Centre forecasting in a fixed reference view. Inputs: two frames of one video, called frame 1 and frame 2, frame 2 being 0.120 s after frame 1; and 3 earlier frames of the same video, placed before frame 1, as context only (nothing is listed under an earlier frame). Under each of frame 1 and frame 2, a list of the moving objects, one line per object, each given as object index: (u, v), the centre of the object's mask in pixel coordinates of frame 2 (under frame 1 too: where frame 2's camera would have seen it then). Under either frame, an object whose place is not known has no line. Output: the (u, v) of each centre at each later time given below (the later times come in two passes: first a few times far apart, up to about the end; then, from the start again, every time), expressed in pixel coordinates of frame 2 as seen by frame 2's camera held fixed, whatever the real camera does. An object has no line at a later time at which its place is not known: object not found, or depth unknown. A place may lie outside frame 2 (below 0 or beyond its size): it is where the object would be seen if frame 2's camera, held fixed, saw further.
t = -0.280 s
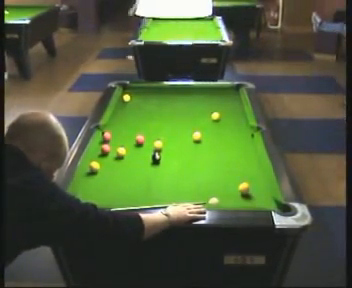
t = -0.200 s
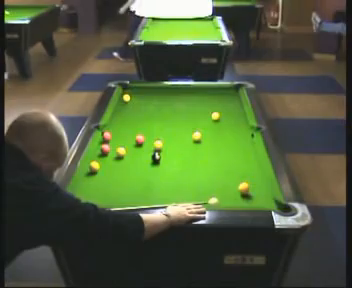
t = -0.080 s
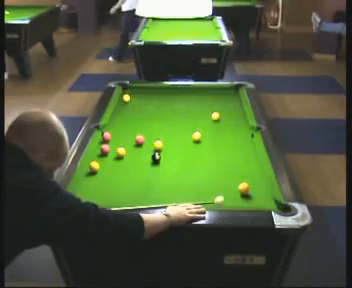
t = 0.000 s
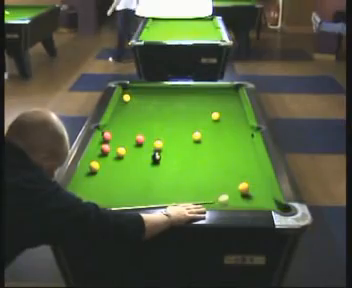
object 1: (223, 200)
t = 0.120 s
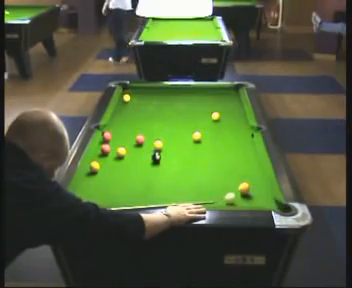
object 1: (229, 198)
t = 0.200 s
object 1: (233, 197)
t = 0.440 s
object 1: (244, 195)
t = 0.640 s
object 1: (251, 194)
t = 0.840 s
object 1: (257, 193)
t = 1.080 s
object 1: (263, 193)
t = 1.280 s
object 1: (265, 193)
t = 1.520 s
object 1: (263, 192)
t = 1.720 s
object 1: (262, 192)
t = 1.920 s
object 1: (262, 192)
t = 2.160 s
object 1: (262, 193)
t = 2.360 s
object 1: (262, 192)
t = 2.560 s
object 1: (262, 192)
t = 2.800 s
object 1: (262, 192)
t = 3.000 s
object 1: (262, 192)
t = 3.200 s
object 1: (262, 192)
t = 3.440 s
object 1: (261, 192)
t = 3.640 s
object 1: (261, 192)
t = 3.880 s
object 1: (262, 192)
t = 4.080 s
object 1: (262, 192)
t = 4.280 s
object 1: (261, 192)
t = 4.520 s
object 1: (262, 192)
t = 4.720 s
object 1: (262, 192)
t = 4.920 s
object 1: (262, 192)
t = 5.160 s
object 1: (262, 192)
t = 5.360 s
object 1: (262, 192)
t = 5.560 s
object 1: (262, 192)
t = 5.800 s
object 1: (262, 192)
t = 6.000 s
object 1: (262, 192)
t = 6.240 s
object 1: (262, 191)
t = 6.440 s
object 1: (262, 191)
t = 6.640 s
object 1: (262, 191)
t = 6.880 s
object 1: (262, 191)
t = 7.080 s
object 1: (262, 191)
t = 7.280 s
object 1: (262, 191)
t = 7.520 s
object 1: (262, 191)
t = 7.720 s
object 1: (262, 191)
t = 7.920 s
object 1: (262, 191)
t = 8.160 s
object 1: (262, 191)
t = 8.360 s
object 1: (261, 192)
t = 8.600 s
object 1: (262, 192)
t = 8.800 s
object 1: (262, 192)
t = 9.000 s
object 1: (262, 192)
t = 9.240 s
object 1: (262, 192)
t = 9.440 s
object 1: (262, 192)
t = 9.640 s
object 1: (262, 192)
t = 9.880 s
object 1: (262, 191)
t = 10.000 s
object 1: (262, 191)
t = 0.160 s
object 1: (231, 198)
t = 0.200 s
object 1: (233, 197)
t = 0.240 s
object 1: (235, 197)
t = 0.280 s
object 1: (237, 196)
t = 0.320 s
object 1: (239, 196)
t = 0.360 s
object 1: (240, 196)
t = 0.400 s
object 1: (242, 195)
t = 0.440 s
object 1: (244, 195)
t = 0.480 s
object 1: (245, 194)
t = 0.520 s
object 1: (247, 194)
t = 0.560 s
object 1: (248, 194)
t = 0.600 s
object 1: (250, 194)
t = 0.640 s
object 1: (251, 194)
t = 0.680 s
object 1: (252, 194)
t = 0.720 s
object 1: (254, 194)
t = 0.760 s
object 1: (255, 193)
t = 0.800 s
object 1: (256, 193)
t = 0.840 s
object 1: (257, 193)
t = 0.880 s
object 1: (258, 193)
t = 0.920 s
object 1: (259, 193)
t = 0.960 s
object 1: (260, 193)
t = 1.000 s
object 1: (261, 193)
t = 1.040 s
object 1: (262, 193)
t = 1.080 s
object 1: (263, 193)
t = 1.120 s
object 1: (265, 193)
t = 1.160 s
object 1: (265, 193)
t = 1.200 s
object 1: (266, 193)
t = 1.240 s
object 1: (265, 193)
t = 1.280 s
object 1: (265, 193)
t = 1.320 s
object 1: (265, 193)
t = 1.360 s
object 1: (264, 193)
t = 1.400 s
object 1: (264, 193)
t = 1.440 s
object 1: (263, 192)
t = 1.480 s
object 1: (263, 192)
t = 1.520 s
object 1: (263, 192)
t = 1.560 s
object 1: (263, 192)
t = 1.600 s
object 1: (262, 192)
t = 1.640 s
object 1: (262, 193)
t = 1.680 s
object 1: (262, 192)
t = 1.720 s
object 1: (262, 192)
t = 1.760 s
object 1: (262, 192)
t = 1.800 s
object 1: (262, 192)
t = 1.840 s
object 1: (262, 192)
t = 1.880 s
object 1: (262, 192)
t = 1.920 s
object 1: (262, 192)
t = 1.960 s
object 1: (262, 192)
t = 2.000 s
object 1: (262, 192)
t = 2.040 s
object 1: (262, 192)
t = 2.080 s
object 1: (262, 193)
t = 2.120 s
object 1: (262, 192)
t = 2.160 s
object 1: (262, 193)
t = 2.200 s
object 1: (262, 193)
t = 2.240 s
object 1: (262, 192)
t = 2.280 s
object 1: (262, 193)
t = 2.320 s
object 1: (262, 192)
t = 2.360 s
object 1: (262, 192)
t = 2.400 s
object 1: (262, 192)
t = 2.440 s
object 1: (262, 192)
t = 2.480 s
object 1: (262, 192)
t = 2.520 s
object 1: (262, 192)
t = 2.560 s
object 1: (262, 192)
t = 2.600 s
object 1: (262, 192)
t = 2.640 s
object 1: (262, 192)
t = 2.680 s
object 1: (262, 192)
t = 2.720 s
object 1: (262, 192)
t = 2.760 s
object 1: (262, 192)
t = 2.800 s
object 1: (262, 192)
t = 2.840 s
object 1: (262, 192)
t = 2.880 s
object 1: (262, 192)
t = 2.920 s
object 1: (262, 192)
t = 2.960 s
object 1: (262, 192)
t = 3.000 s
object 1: (262, 192)
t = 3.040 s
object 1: (262, 192)
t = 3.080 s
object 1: (262, 192)
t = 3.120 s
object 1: (262, 192)
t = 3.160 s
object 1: (262, 192)
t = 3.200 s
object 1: (262, 192)
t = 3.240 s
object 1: (262, 192)
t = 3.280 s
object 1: (262, 192)
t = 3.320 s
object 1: (262, 192)
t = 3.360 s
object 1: (262, 192)
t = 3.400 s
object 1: (261, 192)
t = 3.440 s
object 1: (261, 192)
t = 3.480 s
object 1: (261, 192)
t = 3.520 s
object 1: (261, 192)
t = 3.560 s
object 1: (261, 192)
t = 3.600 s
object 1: (262, 192)
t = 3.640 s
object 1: (261, 192)
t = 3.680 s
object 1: (261, 192)
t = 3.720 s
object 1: (262, 192)
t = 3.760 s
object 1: (262, 192)
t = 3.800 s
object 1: (262, 192)
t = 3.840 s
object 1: (262, 192)
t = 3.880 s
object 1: (262, 192)
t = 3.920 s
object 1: (262, 192)
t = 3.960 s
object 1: (262, 192)
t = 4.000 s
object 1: (262, 192)
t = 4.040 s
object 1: (262, 192)
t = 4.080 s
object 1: (262, 192)
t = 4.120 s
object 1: (262, 192)
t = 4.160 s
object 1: (262, 192)
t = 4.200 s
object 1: (262, 192)
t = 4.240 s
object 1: (262, 192)
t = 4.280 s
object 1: (261, 192)
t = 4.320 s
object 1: (261, 192)
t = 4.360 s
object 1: (261, 192)
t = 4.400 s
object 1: (262, 192)
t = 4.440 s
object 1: (262, 192)
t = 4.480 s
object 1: (262, 192)
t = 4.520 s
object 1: (262, 192)
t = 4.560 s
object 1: (261, 192)
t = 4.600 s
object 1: (261, 192)
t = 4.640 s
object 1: (261, 192)
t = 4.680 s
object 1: (261, 192)
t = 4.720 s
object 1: (262, 192)
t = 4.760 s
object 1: (262, 192)
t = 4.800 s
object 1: (262, 192)
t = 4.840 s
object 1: (262, 192)
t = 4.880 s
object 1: (262, 192)
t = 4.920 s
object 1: (262, 192)
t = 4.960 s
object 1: (262, 192)
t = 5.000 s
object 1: (262, 192)
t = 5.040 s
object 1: (262, 192)
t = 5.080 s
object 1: (262, 192)
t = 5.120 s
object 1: (262, 192)
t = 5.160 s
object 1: (262, 192)
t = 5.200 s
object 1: (262, 192)
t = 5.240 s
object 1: (262, 192)
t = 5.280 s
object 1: (262, 192)
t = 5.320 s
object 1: (262, 192)
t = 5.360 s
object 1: (262, 192)
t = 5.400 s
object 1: (262, 192)
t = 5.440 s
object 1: (262, 192)
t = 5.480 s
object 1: (262, 192)
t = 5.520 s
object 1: (262, 192)
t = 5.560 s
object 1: (262, 192)
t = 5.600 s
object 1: (262, 192)
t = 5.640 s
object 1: (262, 192)
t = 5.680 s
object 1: (262, 192)
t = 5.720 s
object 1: (262, 192)
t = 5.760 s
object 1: (262, 192)
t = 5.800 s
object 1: (262, 192)
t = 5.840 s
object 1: (262, 192)
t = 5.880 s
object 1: (262, 192)
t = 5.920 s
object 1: (262, 192)
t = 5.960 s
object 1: (262, 192)
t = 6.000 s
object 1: (262, 192)
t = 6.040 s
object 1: (262, 192)
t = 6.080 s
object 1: (262, 191)
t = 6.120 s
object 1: (262, 192)
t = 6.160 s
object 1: (262, 192)
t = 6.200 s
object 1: (262, 192)
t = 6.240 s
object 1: (262, 191)
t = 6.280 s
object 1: (262, 191)
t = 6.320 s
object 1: (262, 191)
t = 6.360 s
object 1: (262, 191)
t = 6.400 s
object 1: (262, 191)
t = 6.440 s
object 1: (262, 191)
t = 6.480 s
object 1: (262, 191)
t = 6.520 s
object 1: (262, 191)
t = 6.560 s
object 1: (262, 191)
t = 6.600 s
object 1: (262, 191)
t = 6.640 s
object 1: (262, 191)
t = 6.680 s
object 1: (262, 191)
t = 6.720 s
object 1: (262, 191)
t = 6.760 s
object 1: (262, 191)
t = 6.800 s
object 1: (262, 191)
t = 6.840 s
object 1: (262, 191)
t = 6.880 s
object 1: (262, 191)
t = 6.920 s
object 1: (262, 191)
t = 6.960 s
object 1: (262, 191)
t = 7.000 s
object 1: (262, 191)
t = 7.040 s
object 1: (262, 191)
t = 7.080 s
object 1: (262, 191)
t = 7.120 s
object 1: (262, 191)
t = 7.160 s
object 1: (262, 191)
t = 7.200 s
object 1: (262, 191)
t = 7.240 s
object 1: (262, 191)
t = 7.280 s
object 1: (262, 191)
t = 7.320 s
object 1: (262, 191)
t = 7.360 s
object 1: (262, 191)
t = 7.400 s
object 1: (262, 191)
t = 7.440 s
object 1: (262, 191)
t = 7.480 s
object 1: (262, 191)
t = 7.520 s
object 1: (262, 191)
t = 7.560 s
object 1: (262, 191)
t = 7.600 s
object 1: (262, 191)
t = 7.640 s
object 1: (262, 191)
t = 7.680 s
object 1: (261, 191)
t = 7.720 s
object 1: (262, 191)
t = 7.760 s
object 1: (262, 192)
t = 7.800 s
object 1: (262, 191)
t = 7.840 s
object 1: (262, 192)
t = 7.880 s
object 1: (262, 191)
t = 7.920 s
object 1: (262, 191)
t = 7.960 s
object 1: (262, 191)
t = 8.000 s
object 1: (262, 192)
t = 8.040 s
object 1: (262, 191)
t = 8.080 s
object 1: (262, 191)
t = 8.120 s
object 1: (262, 191)
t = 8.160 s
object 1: (262, 191)
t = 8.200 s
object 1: (262, 191)
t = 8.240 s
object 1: (262, 192)
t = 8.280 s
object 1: (261, 192)
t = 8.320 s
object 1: (261, 192)
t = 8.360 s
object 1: (261, 192)
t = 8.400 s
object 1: (260, 192)
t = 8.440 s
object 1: (261, 192)
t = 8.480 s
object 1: (261, 192)
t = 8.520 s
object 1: (261, 192)
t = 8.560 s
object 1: (262, 192)
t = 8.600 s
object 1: (262, 192)
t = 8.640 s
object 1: (262, 192)
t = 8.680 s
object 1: (262, 192)
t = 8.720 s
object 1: (262, 192)
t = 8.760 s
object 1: (262, 192)
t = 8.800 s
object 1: (262, 192)
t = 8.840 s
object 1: (261, 192)
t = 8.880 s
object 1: (261, 192)
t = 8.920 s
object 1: (262, 192)
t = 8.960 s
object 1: (262, 192)
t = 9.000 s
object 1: (262, 192)
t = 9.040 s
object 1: (262, 192)
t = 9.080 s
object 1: (261, 192)
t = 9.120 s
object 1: (261, 192)
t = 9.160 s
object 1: (262, 192)
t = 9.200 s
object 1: (262, 192)
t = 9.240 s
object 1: (262, 192)
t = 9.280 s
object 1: (262, 192)
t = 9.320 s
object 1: (262, 192)
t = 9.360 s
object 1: (262, 192)
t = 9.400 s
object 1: (262, 192)
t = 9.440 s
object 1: (262, 192)
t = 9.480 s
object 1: (262, 192)
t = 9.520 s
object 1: (262, 192)
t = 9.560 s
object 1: (262, 192)
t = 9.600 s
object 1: (262, 192)
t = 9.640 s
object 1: (262, 192)
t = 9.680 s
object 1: (262, 192)
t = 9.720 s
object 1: (262, 192)
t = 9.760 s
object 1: (262, 192)
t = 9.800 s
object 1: (261, 192)
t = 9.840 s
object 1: (262, 192)
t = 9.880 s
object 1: (262, 191)
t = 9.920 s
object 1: (262, 191)
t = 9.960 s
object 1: (262, 191)
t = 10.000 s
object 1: (262, 191)
